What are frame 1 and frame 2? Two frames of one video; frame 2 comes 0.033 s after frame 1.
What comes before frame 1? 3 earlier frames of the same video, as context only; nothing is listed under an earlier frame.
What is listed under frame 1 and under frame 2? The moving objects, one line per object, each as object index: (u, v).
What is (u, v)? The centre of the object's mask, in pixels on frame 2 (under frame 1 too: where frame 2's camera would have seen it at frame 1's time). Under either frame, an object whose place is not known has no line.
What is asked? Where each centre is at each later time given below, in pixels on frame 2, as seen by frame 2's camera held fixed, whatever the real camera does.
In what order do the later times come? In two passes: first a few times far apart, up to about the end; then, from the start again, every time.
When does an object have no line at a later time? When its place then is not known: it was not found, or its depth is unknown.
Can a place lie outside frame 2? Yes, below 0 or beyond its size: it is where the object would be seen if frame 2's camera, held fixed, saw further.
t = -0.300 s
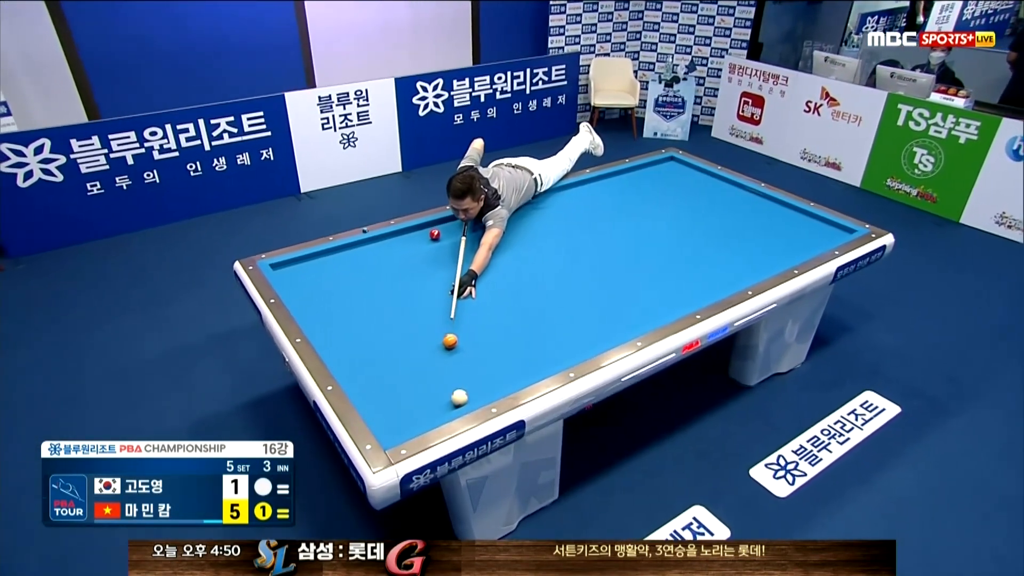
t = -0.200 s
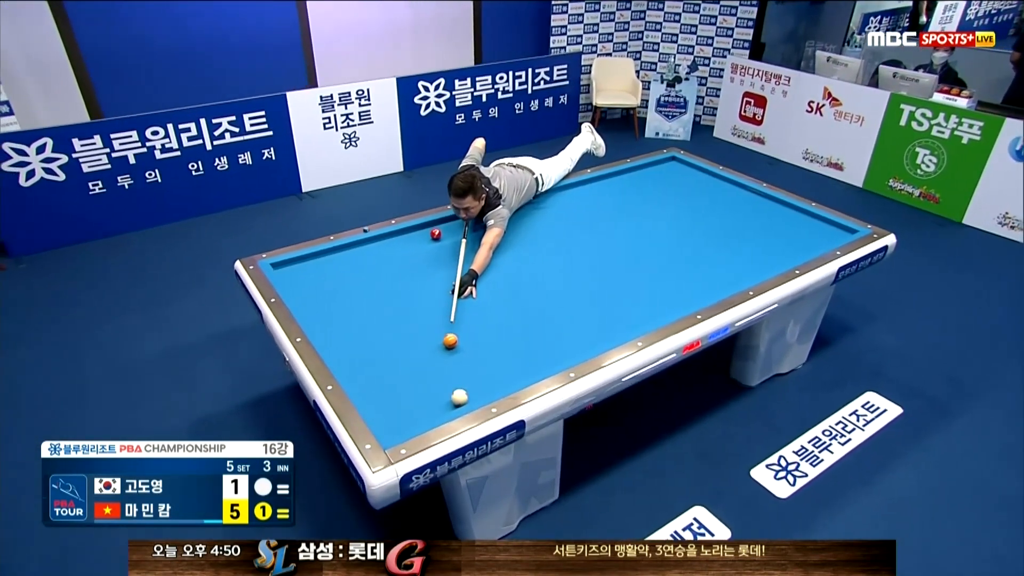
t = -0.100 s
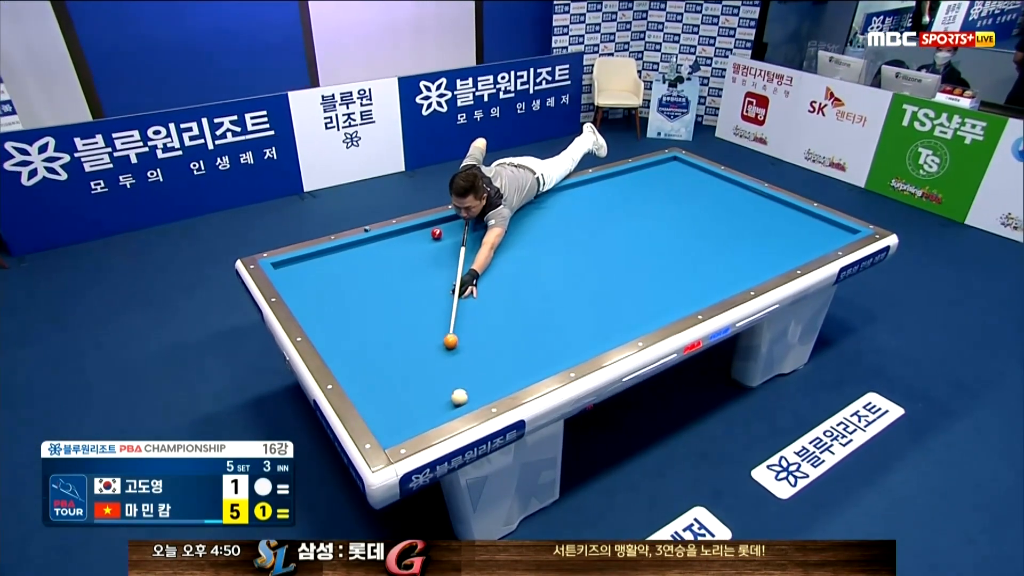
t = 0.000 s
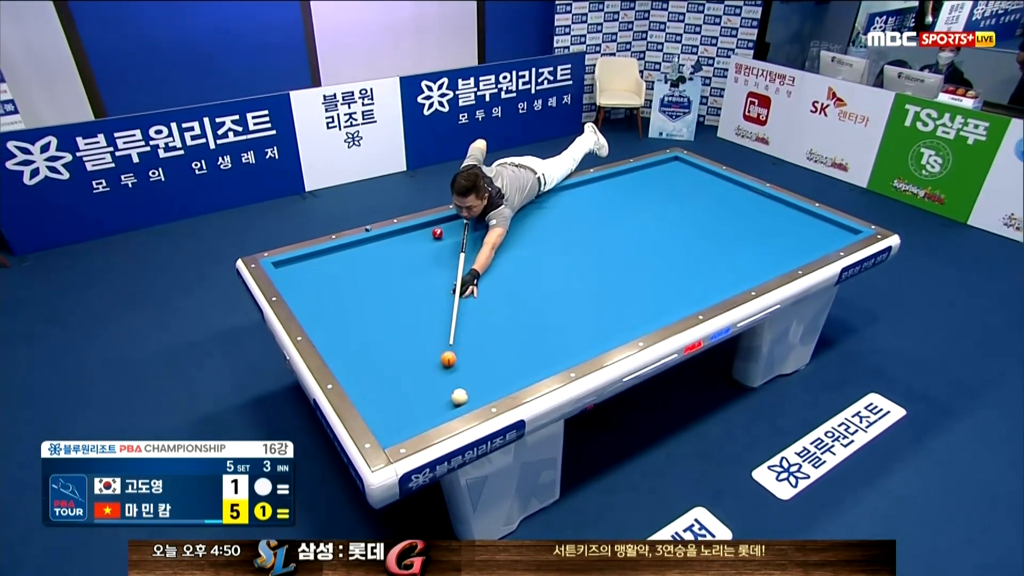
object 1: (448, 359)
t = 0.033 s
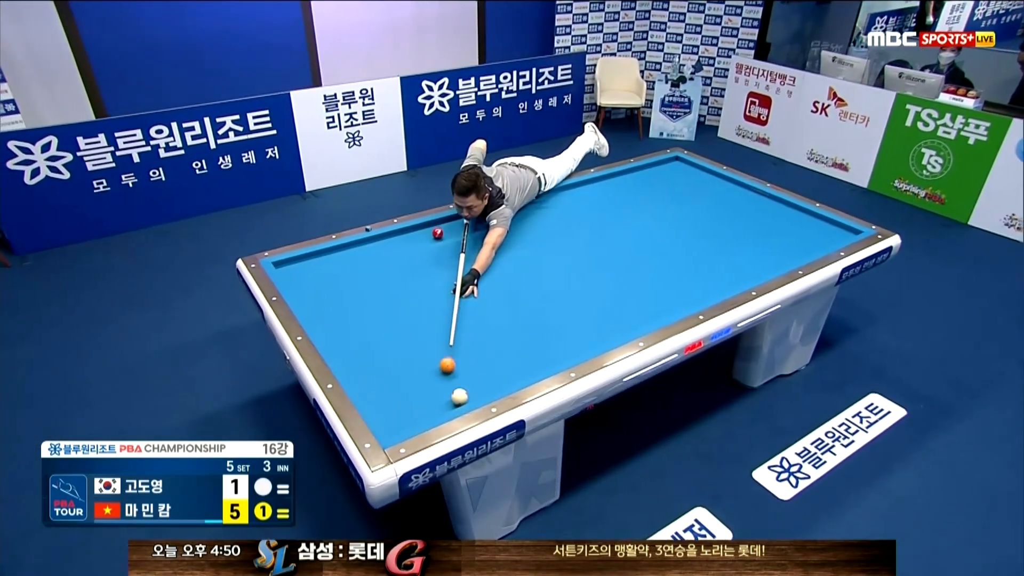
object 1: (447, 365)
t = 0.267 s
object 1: (438, 409)
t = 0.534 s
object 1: (387, 397)
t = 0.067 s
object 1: (447, 371)
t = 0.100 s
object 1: (446, 378)
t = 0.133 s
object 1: (444, 385)
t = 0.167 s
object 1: (444, 391)
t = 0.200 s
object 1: (443, 398)
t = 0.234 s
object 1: (442, 405)
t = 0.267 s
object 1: (438, 409)
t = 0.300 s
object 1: (431, 407)
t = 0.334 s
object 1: (424, 405)
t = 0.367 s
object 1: (417, 403)
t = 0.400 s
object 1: (411, 402)
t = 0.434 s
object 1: (405, 400)
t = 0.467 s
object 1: (399, 399)
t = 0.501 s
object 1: (393, 397)
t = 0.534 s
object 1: (387, 397)
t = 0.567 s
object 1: (381, 395)
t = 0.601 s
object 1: (375, 394)
